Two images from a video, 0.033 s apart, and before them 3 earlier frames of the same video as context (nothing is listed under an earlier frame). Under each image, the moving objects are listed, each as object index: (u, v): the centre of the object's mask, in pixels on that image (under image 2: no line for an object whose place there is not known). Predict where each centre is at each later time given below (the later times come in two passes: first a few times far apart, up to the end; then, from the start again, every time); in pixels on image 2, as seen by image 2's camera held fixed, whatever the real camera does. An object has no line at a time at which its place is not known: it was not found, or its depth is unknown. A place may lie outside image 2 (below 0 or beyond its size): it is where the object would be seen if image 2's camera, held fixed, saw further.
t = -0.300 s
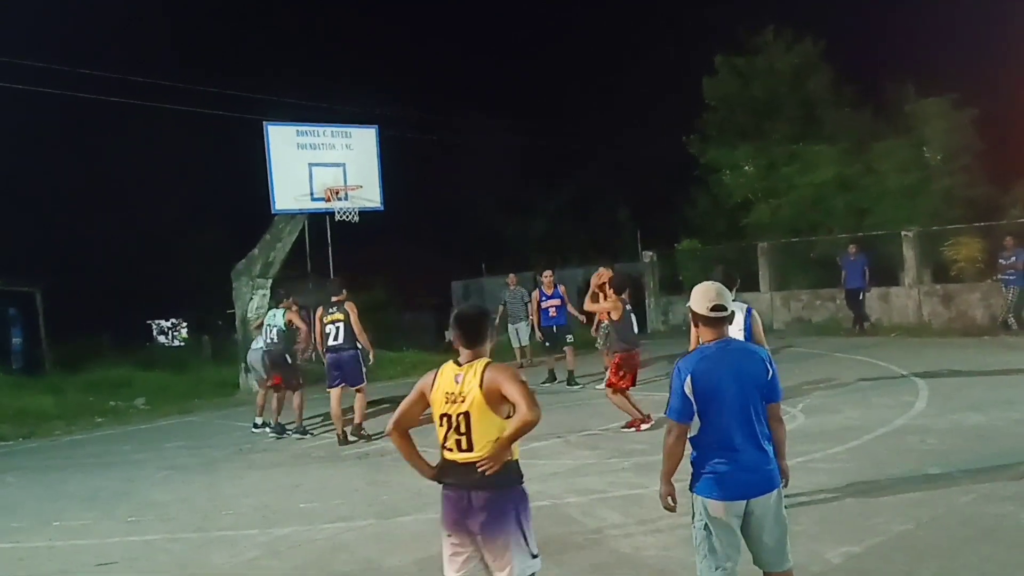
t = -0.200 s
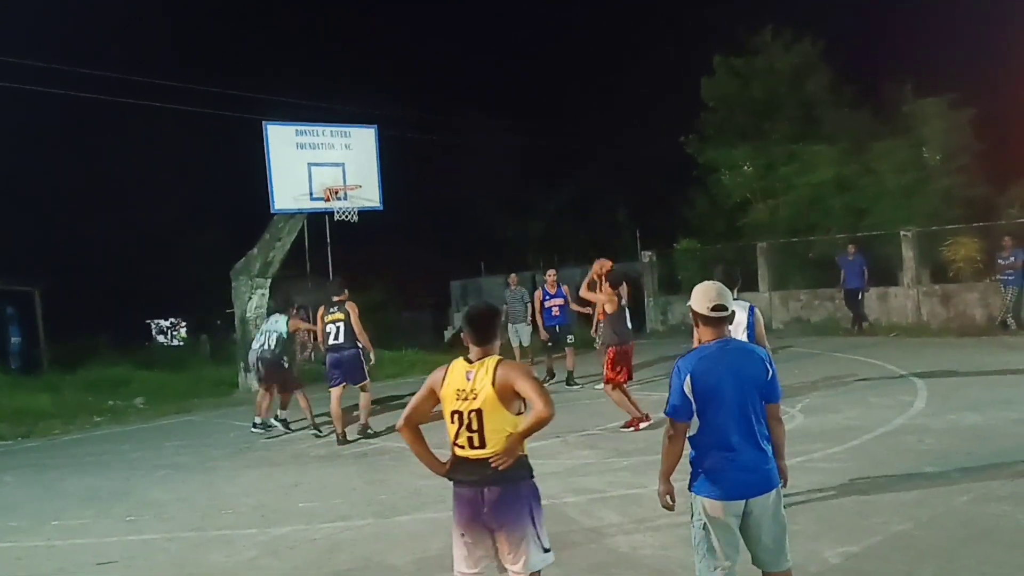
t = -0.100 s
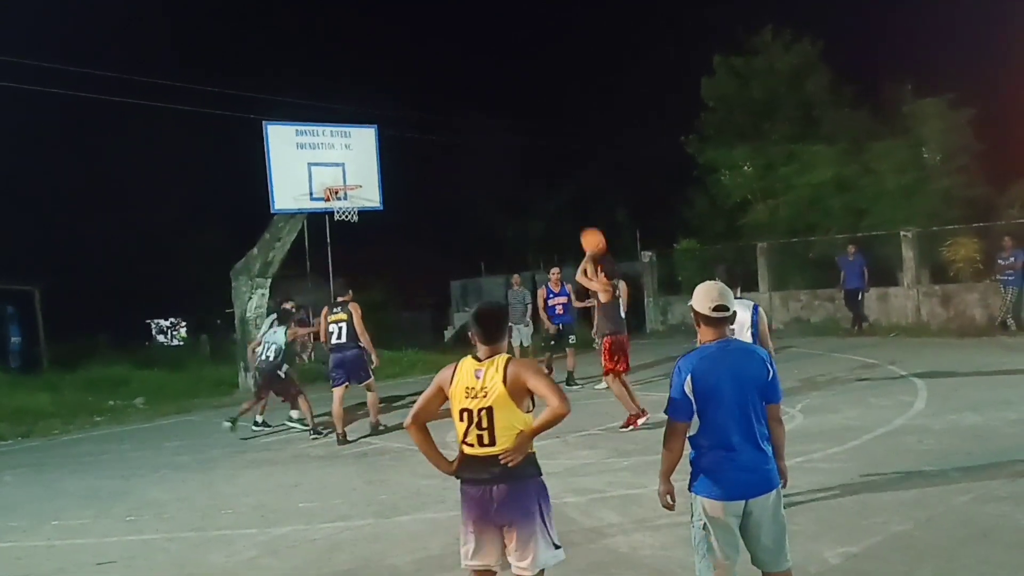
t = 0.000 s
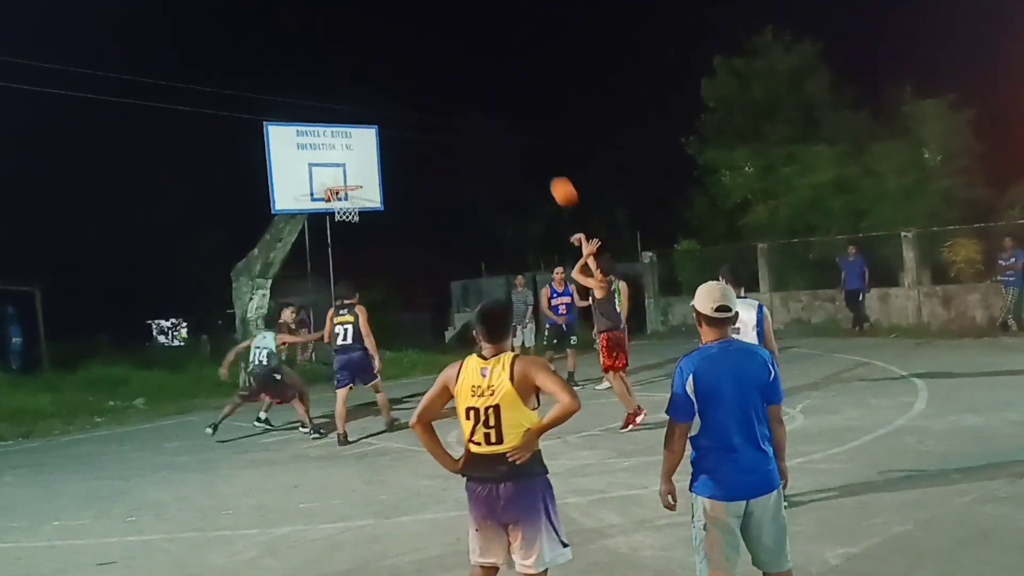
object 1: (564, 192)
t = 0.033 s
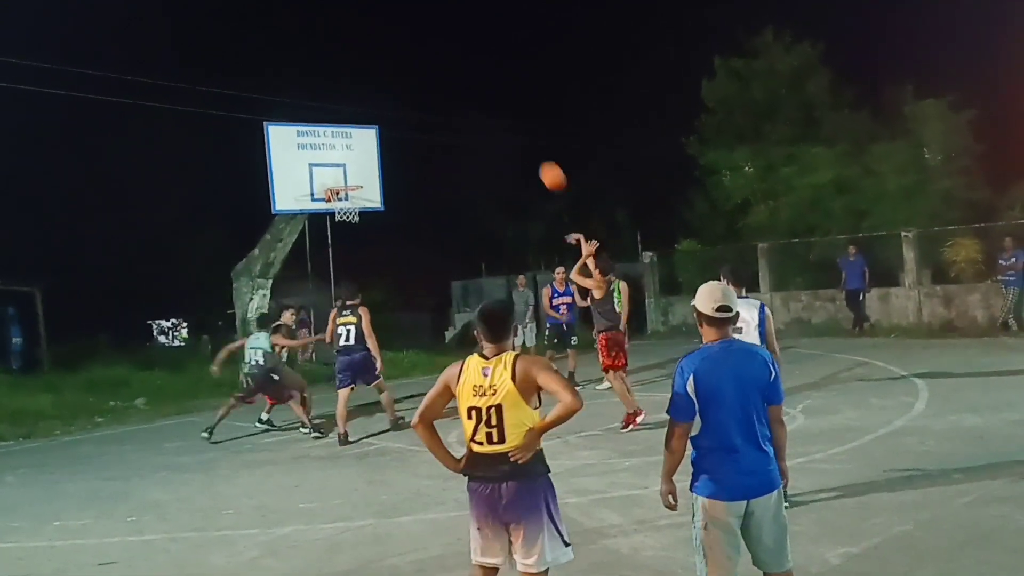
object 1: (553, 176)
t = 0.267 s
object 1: (482, 104)
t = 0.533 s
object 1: (419, 86)
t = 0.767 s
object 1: (375, 118)
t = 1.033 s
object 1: (343, 174)
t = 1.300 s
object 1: (366, 124)
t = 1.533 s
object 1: (393, 125)
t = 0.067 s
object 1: (541, 162)
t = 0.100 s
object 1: (531, 149)
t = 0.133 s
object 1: (520, 137)
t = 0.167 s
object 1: (510, 127)
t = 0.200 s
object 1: (501, 119)
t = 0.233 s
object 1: (492, 111)
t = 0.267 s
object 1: (482, 104)
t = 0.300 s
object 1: (473, 98)
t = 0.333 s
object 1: (465, 94)
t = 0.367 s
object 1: (456, 90)
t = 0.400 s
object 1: (448, 88)
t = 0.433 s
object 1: (440, 86)
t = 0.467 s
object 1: (433, 85)
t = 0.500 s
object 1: (426, 85)
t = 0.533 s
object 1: (419, 86)
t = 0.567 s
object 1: (411, 88)
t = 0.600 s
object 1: (405, 91)
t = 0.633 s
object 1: (398, 95)
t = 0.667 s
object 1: (392, 100)
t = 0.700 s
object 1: (386, 105)
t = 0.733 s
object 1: (381, 111)
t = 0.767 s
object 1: (375, 118)
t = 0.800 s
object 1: (369, 125)
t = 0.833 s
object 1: (364, 134)
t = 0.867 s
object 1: (358, 144)
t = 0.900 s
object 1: (354, 153)
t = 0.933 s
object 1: (349, 163)
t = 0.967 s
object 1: (344, 174)
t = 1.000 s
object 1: (341, 181)
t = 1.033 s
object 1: (343, 174)
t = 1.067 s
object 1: (345, 165)
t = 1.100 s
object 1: (348, 157)
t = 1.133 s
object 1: (351, 150)
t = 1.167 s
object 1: (354, 144)
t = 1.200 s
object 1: (357, 138)
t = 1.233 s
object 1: (360, 133)
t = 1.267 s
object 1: (363, 128)
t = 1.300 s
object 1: (366, 124)
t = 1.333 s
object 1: (370, 122)
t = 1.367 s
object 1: (373, 120)
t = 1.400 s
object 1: (377, 120)
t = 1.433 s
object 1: (380, 120)
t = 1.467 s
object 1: (384, 121)
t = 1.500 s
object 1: (389, 122)
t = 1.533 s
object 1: (393, 125)
